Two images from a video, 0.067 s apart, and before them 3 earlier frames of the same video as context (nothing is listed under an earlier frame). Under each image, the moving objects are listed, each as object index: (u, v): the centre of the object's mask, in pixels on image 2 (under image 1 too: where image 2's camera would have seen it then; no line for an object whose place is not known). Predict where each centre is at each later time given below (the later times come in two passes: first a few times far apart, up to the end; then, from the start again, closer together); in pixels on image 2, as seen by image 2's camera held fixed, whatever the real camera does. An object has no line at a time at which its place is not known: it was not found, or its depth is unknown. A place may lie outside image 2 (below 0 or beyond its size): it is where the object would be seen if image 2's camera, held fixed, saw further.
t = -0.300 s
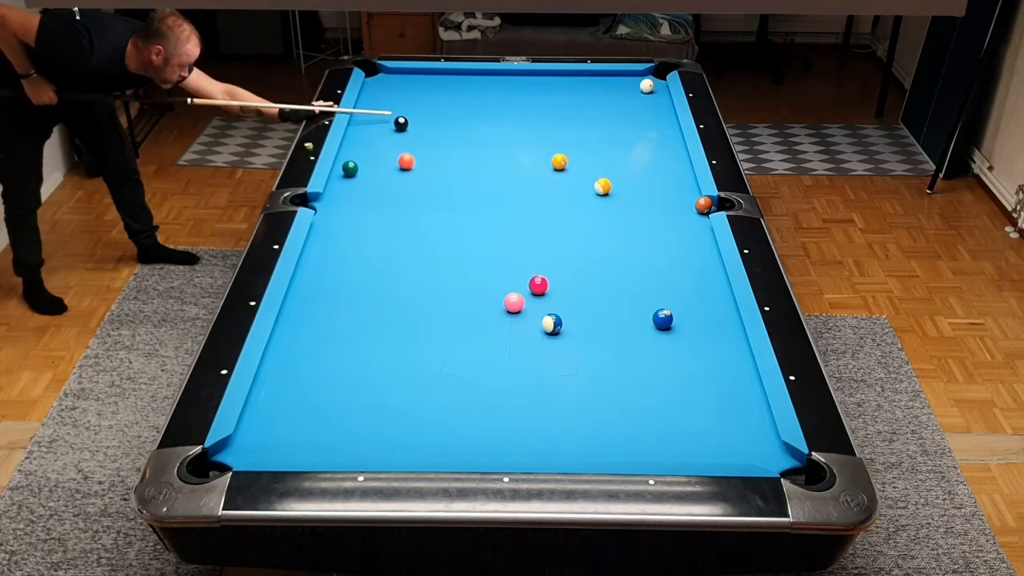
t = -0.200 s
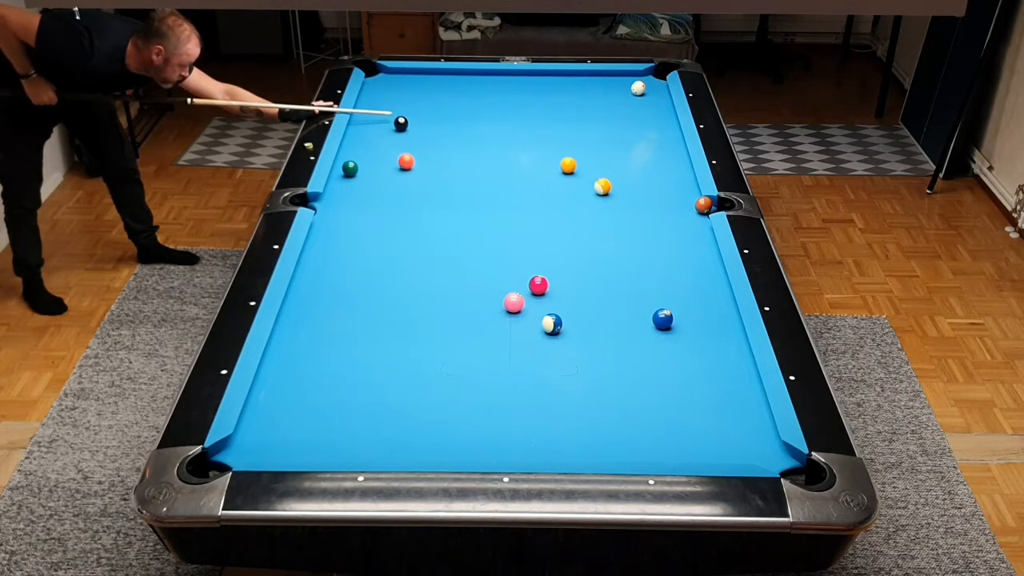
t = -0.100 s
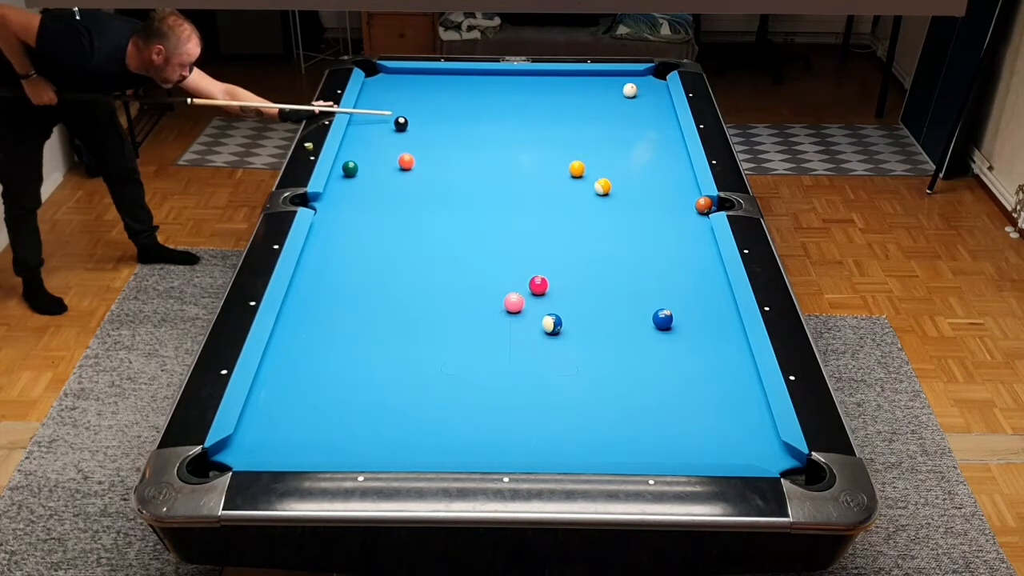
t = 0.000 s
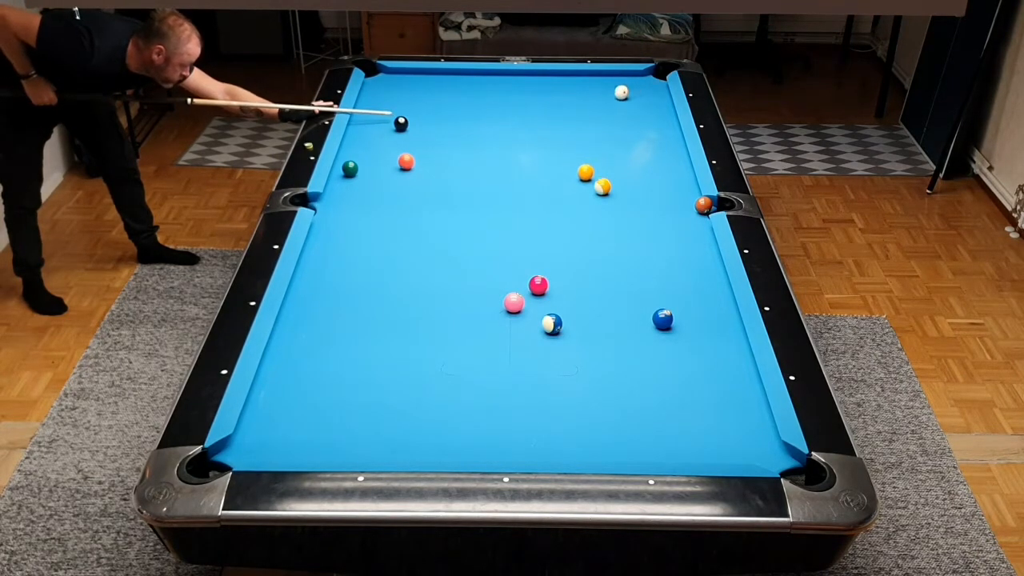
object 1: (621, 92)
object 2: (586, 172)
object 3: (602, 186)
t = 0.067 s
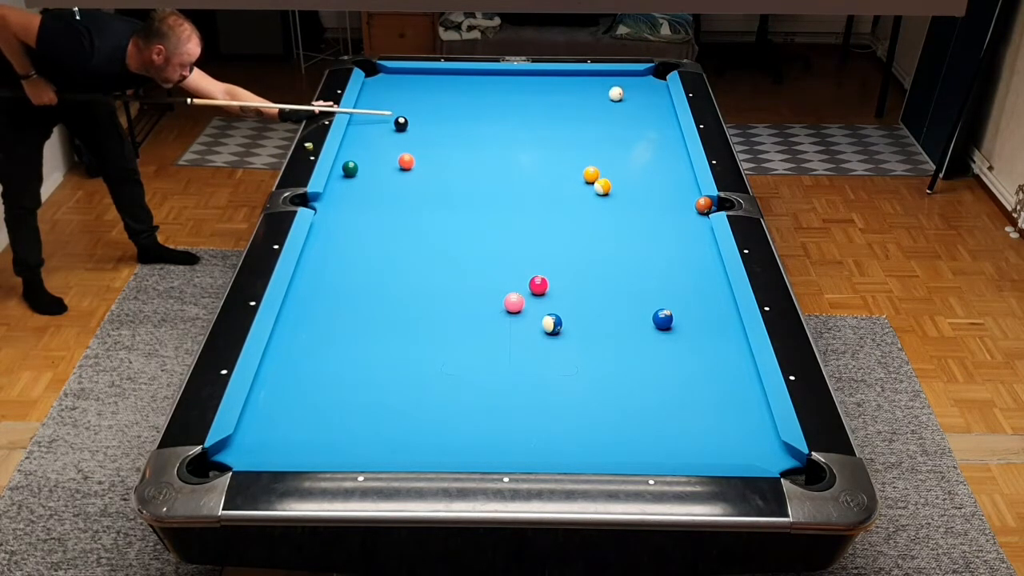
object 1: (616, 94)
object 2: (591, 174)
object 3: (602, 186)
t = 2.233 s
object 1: (461, 132)
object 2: (680, 190)
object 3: (608, 207)
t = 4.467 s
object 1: (374, 152)
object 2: (676, 191)
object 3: (608, 207)
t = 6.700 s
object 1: (366, 154)
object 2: (677, 191)
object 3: (608, 207)
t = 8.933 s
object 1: (366, 154)
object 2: (677, 191)
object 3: (608, 207)
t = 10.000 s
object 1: (366, 154)
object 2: (677, 191)
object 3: (608, 207)
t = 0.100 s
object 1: (613, 94)
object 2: (593, 175)
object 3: (602, 186)
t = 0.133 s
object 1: (610, 95)
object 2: (596, 175)
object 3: (602, 186)
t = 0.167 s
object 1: (607, 96)
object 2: (599, 175)
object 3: (602, 186)
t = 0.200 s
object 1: (605, 97)
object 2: (603, 175)
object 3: (602, 186)
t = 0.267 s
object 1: (599, 98)
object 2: (609, 178)
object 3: (603, 188)
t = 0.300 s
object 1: (597, 99)
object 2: (612, 179)
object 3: (603, 189)
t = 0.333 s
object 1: (594, 99)
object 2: (614, 180)
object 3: (603, 189)
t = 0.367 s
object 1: (591, 100)
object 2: (616, 180)
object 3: (603, 190)
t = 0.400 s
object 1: (589, 101)
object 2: (618, 181)
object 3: (603, 190)
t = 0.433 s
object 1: (586, 101)
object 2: (621, 181)
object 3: (604, 191)
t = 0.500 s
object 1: (581, 103)
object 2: (625, 182)
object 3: (604, 192)
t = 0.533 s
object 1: (578, 103)
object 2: (628, 182)
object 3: (605, 193)
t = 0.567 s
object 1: (576, 104)
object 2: (630, 182)
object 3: (605, 193)
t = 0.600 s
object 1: (573, 105)
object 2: (632, 183)
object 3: (605, 194)
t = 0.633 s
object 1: (571, 105)
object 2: (635, 183)
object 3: (605, 194)
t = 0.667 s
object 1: (568, 106)
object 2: (637, 183)
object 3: (606, 195)
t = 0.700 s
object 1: (565, 106)
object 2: (639, 183)
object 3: (606, 195)
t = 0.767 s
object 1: (560, 108)
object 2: (644, 184)
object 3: (606, 197)
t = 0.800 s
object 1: (558, 109)
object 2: (646, 184)
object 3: (606, 197)
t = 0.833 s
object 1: (555, 109)
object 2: (648, 184)
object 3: (607, 197)
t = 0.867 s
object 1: (553, 110)
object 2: (650, 185)
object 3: (607, 198)
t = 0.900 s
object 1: (550, 110)
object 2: (652, 185)
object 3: (607, 198)
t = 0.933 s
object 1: (548, 111)
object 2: (655, 185)
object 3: (608, 199)
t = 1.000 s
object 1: (543, 112)
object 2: (659, 186)
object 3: (608, 200)
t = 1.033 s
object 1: (541, 113)
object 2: (661, 186)
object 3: (608, 200)
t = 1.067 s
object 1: (538, 113)
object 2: (663, 186)
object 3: (608, 201)
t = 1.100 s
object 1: (536, 114)
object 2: (665, 186)
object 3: (608, 201)
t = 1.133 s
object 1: (533, 115)
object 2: (667, 187)
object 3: (608, 201)
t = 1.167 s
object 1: (531, 115)
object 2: (669, 187)
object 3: (608, 202)
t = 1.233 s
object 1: (526, 116)
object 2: (672, 187)
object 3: (608, 203)
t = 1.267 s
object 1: (524, 117)
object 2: (674, 187)
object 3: (608, 203)
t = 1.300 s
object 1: (521, 118)
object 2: (676, 188)
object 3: (609, 203)
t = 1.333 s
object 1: (519, 118)
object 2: (678, 188)
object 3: (609, 203)
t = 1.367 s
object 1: (517, 119)
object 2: (680, 188)
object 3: (609, 204)
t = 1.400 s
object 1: (514, 119)
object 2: (681, 188)
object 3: (609, 204)
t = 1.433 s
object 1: (512, 120)
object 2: (683, 188)
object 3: (609, 204)
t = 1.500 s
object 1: (508, 121)
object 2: (686, 189)
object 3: (609, 205)
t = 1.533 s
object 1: (505, 122)
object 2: (688, 189)
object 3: (609, 205)
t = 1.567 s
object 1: (503, 122)
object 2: (690, 189)
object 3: (609, 205)
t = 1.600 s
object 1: (501, 123)
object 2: (691, 189)
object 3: (609, 205)
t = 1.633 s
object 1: (499, 123)
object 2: (691, 189)
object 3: (609, 206)
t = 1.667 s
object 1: (496, 124)
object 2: (691, 189)
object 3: (609, 206)
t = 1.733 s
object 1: (492, 125)
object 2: (689, 190)
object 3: (609, 206)
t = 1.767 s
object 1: (490, 125)
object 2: (688, 190)
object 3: (608, 206)
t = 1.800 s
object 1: (488, 126)
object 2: (688, 190)
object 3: (608, 207)
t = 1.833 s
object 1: (486, 126)
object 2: (687, 190)
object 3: (608, 207)
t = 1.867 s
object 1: (483, 127)
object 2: (686, 190)
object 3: (608, 207)
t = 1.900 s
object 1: (481, 127)
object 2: (686, 190)
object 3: (608, 207)
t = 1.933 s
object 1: (479, 128)
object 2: (685, 190)
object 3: (608, 207)
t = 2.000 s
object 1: (475, 129)
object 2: (684, 190)
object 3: (608, 207)
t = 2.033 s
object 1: (473, 129)
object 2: (683, 190)
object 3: (608, 207)
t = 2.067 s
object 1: (471, 129)
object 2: (682, 190)
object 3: (608, 207)
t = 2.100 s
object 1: (469, 130)
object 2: (682, 190)
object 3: (608, 207)
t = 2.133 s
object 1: (467, 131)
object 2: (681, 190)
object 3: (608, 207)
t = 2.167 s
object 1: (465, 131)
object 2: (681, 190)
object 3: (608, 207)
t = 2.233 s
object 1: (461, 132)
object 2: (680, 190)
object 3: (608, 207)
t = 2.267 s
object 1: (459, 132)
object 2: (679, 190)
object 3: (608, 207)
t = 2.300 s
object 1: (457, 133)
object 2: (679, 190)
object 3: (608, 207)
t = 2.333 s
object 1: (455, 133)
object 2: (679, 190)
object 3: (608, 207)
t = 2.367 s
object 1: (453, 134)
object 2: (678, 190)
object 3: (608, 207)
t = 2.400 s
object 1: (452, 134)
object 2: (678, 191)
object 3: (608, 207)
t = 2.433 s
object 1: (450, 135)
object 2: (678, 191)
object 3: (608, 207)
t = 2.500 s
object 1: (446, 135)
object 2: (677, 191)
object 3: (608, 207)
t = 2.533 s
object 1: (444, 136)
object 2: (677, 191)
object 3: (608, 207)
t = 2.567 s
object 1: (442, 136)
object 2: (677, 191)
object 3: (608, 207)
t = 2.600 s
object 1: (441, 137)
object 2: (677, 191)
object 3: (608, 207)
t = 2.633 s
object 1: (439, 137)
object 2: (677, 191)
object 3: (608, 207)
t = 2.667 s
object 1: (437, 137)
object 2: (677, 191)
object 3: (608, 207)
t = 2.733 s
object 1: (434, 138)
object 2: (676, 191)
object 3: (608, 207)
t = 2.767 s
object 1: (432, 138)
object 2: (676, 191)
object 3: (608, 207)
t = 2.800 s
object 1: (430, 139)
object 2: (677, 191)
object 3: (608, 207)
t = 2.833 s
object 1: (429, 139)
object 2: (676, 191)
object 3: (608, 207)
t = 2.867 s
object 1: (427, 140)
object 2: (676, 191)
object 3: (608, 207)
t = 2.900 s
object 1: (426, 140)
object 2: (676, 191)
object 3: (608, 207)
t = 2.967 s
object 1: (423, 141)
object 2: (676, 191)
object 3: (608, 207)
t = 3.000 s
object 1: (421, 141)
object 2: (676, 191)
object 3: (608, 207)
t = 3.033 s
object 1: (419, 141)
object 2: (676, 191)
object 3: (608, 207)
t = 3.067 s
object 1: (418, 142)
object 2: (676, 191)
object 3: (608, 207)
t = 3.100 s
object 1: (416, 142)
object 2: (676, 191)
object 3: (608, 207)
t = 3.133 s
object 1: (415, 142)
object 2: (676, 191)
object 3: (608, 207)
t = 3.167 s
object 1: (413, 143)
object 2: (676, 191)
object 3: (608, 207)
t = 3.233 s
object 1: (411, 143)
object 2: (676, 191)
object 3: (608, 207)
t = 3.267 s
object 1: (409, 144)
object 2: (676, 191)
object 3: (608, 207)
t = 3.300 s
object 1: (408, 144)
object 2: (676, 191)
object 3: (608, 207)
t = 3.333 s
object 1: (406, 144)
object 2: (676, 191)
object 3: (608, 207)
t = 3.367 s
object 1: (405, 145)
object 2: (676, 191)
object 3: (608, 207)
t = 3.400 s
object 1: (404, 145)
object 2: (676, 191)
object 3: (608, 207)
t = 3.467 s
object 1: (401, 146)
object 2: (676, 191)
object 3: (608, 207)
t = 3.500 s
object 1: (400, 146)
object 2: (676, 191)
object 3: (608, 207)
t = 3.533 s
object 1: (399, 146)
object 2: (676, 191)
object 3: (608, 207)
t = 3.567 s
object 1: (398, 146)
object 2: (676, 191)
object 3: (608, 207)
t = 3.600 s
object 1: (397, 147)
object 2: (676, 191)
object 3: (608, 207)
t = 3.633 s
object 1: (395, 147)
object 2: (676, 191)
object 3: (608, 207)
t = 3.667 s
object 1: (394, 147)
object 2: (676, 191)
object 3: (608, 207)
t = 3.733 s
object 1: (392, 148)
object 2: (676, 191)
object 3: (608, 207)
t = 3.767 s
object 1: (391, 148)
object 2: (676, 191)
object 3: (608, 207)
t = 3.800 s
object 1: (390, 148)
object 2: (676, 191)
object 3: (608, 207)
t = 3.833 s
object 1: (389, 149)
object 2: (676, 191)
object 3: (608, 207)
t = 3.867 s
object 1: (388, 149)
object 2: (676, 191)
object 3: (608, 207)
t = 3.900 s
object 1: (387, 149)
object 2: (676, 191)
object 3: (608, 207)
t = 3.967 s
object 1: (385, 150)
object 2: (676, 191)
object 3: (608, 207)
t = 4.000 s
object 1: (384, 150)
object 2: (676, 191)
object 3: (608, 207)
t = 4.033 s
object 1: (383, 150)
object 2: (676, 191)
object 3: (608, 207)
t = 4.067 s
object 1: (382, 150)
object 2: (676, 191)
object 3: (608, 207)
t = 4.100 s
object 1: (382, 150)
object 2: (676, 191)
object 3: (608, 207)
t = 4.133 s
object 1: (381, 151)
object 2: (676, 191)
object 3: (608, 207)
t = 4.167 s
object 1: (380, 151)
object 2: (676, 191)
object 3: (608, 207)
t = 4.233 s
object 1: (378, 151)
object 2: (676, 191)
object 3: (608, 207)
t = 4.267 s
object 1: (378, 152)
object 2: (676, 191)
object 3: (608, 207)
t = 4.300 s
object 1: (377, 152)
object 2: (676, 191)
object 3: (608, 207)
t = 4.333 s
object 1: (376, 152)
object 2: (676, 191)
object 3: (608, 207)
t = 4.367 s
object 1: (376, 152)
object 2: (676, 191)
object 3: (608, 207)
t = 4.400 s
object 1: (375, 152)
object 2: (676, 191)
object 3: (608, 207)
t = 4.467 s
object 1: (374, 152)
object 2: (676, 191)
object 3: (608, 207)
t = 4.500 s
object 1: (373, 153)
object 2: (676, 191)
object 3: (608, 207)
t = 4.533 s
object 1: (373, 153)
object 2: (676, 191)
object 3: (608, 207)
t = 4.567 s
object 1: (372, 153)
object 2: (676, 191)
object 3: (608, 207)
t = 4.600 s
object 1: (371, 153)
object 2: (676, 191)
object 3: (608, 207)
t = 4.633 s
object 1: (371, 153)
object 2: (676, 191)
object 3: (608, 207)
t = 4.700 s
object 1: (370, 153)
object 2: (676, 191)
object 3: (608, 207)
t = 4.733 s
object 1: (370, 153)
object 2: (676, 191)
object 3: (608, 207)
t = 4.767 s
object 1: (369, 153)
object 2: (676, 191)
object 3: (608, 207)
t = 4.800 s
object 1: (369, 154)
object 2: (676, 191)
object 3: (608, 207)
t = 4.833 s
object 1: (369, 154)
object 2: (676, 191)
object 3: (608, 207)
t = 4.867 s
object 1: (368, 154)
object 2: (676, 191)
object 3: (608, 207)
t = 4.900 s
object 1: (368, 154)
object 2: (676, 191)
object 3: (608, 207)
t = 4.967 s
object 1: (367, 154)
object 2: (676, 191)
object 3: (608, 207)
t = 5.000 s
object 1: (367, 154)
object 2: (676, 191)
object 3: (608, 207)
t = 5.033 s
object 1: (367, 154)
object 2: (676, 191)
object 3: (608, 207)
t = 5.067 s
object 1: (366, 154)
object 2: (676, 191)
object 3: (608, 207)
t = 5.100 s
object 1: (366, 154)
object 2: (676, 191)
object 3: (608, 207)
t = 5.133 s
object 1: (366, 154)
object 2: (676, 191)
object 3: (608, 207)
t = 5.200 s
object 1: (366, 154)
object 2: (676, 191)
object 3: (608, 207)
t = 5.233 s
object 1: (366, 154)
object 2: (676, 191)
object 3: (608, 207)
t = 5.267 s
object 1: (366, 154)
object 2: (676, 191)
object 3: (608, 207)
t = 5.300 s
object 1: (366, 154)
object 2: (676, 191)
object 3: (608, 207)
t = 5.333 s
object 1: (366, 154)
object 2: (676, 191)
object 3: (608, 207)
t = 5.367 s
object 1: (366, 154)
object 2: (676, 191)
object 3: (608, 207)
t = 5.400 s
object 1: (366, 154)
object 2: (676, 191)
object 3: (608, 207)
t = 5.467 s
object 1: (366, 154)
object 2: (676, 191)
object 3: (608, 207)
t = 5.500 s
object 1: (366, 154)
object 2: (676, 191)
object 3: (608, 207)
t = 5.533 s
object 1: (366, 154)
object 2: (676, 191)
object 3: (608, 207)
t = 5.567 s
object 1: (366, 154)
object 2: (676, 191)
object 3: (608, 207)
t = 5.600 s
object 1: (365, 154)
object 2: (677, 191)
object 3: (608, 207)
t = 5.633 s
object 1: (366, 154)
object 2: (676, 191)
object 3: (608, 207)
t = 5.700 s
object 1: (366, 154)
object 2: (677, 191)
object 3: (608, 207)
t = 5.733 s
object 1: (366, 154)
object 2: (677, 191)
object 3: (608, 207)
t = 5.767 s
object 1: (366, 154)
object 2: (676, 191)
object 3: (608, 207)
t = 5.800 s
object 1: (366, 154)
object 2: (677, 191)
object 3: (608, 207)
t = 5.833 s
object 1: (366, 154)
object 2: (677, 191)
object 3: (608, 207)
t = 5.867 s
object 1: (366, 154)
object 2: (676, 191)
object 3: (608, 207)
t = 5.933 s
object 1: (366, 154)
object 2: (677, 191)
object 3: (608, 207)
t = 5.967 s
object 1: (366, 154)
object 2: (676, 191)
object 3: (608, 207)
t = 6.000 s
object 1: (366, 154)
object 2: (676, 191)
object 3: (608, 207)
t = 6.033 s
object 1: (366, 154)
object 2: (677, 191)
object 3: (608, 207)
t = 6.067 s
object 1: (366, 154)
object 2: (676, 191)
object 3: (608, 207)
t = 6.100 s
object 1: (366, 154)
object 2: (677, 191)
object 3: (608, 207)
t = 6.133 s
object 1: (366, 154)
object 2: (676, 191)
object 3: (608, 207)
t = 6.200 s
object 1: (366, 154)
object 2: (676, 191)
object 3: (608, 207)
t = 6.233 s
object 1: (366, 154)
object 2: (677, 191)
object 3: (608, 207)
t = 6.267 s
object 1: (366, 154)
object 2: (677, 191)
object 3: (608, 207)
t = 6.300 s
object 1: (366, 154)
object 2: (677, 191)
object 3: (608, 207)
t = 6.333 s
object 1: (366, 154)
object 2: (677, 191)
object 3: (608, 207)
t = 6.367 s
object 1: (366, 154)
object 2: (677, 191)
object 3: (608, 207)
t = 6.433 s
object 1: (366, 154)
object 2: (677, 191)
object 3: (608, 207)
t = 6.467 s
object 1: (366, 154)
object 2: (676, 191)
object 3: (608, 207)
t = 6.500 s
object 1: (366, 154)
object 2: (677, 191)
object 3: (608, 207)
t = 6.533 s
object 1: (366, 154)
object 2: (677, 191)
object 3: (608, 207)
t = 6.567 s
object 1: (366, 154)
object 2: (677, 191)
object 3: (608, 207)
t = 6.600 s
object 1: (366, 154)
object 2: (677, 191)
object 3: (608, 207)
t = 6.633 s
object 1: (366, 154)
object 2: (677, 191)
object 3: (608, 207)
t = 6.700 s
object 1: (366, 154)
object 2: (677, 191)
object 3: (608, 207)
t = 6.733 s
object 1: (366, 154)
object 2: (677, 191)
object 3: (608, 207)
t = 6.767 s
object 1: (366, 154)
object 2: (677, 191)
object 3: (608, 207)
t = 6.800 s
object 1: (366, 154)
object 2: (677, 191)
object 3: (608, 207)
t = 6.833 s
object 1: (366, 154)
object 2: (677, 191)
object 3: (608, 207)
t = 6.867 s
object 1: (366, 154)
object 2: (677, 191)
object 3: (608, 207)
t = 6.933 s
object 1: (366, 154)
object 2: (677, 191)
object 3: (608, 207)
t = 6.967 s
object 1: (366, 154)
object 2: (677, 191)
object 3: (608, 207)
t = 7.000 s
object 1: (366, 154)
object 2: (677, 191)
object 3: (608, 207)
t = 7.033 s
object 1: (366, 154)
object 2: (677, 191)
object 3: (608, 207)
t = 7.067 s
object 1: (366, 154)
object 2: (677, 191)
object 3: (608, 207)
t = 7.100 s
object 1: (366, 154)
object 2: (677, 191)
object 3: (608, 207)
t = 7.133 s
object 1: (366, 154)
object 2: (677, 191)
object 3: (608, 207)
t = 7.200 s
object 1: (366, 154)
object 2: (677, 191)
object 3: (608, 207)
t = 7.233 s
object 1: (366, 154)
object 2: (677, 191)
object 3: (608, 207)
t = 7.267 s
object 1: (366, 154)
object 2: (677, 191)
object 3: (608, 207)
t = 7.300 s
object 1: (366, 154)
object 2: (677, 191)
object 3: (608, 207)
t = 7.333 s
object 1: (366, 154)
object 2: (677, 191)
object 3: (608, 207)
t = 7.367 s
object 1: (366, 154)
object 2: (677, 191)
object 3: (608, 207)
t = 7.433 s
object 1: (366, 154)
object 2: (677, 191)
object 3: (608, 207)
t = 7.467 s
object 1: (366, 154)
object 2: (677, 191)
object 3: (608, 207)
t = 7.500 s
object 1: (366, 154)
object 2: (677, 191)
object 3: (608, 207)
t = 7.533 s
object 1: (366, 154)
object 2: (677, 191)
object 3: (608, 207)
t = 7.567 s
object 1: (366, 154)
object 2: (677, 191)
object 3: (608, 207)
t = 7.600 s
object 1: (366, 154)
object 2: (677, 191)
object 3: (608, 207)
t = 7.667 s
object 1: (366, 154)
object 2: (677, 191)
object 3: (608, 207)
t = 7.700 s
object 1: (366, 154)
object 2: (677, 191)
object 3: (608, 207)
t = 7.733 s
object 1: (366, 154)
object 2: (676, 191)
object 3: (608, 207)
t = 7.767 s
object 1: (366, 154)
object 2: (677, 191)
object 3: (608, 207)
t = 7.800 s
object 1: (366, 154)
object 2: (677, 191)
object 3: (608, 207)
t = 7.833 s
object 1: (366, 154)
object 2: (677, 191)
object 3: (608, 207)
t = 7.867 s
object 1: (366, 154)
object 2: (677, 191)
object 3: (608, 207)
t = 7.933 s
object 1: (366, 154)
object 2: (677, 191)
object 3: (608, 207)
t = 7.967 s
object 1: (366, 154)
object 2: (677, 191)
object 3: (608, 207)
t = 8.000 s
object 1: (366, 154)
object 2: (677, 191)
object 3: (608, 207)
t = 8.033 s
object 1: (366, 154)
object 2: (677, 191)
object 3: (608, 207)
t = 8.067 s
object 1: (366, 154)
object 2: (677, 191)
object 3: (608, 207)
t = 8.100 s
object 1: (366, 154)
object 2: (677, 191)
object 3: (608, 207)
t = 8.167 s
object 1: (366, 154)
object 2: (677, 191)
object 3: (608, 207)
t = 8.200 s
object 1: (366, 154)
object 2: (677, 191)
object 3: (608, 207)
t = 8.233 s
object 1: (366, 154)
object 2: (677, 191)
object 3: (608, 207)
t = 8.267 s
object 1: (366, 154)
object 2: (677, 191)
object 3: (608, 207)
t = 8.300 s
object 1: (366, 154)
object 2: (677, 191)
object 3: (608, 207)
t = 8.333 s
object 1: (366, 154)
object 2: (677, 191)
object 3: (608, 207)
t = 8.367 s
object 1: (366, 154)
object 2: (677, 191)
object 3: (608, 207)
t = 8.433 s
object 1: (366, 154)
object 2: (677, 191)
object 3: (608, 207)
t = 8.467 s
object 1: (366, 154)
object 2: (676, 191)
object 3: (608, 207)
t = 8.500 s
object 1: (366, 154)
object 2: (677, 191)
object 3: (608, 207)
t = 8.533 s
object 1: (366, 154)
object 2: (676, 191)
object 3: (608, 207)
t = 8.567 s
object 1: (366, 154)
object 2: (676, 191)
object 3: (608, 207)
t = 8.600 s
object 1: (366, 154)
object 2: (676, 191)
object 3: (608, 207)
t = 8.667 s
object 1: (366, 154)
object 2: (676, 191)
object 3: (608, 207)
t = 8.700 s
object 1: (366, 154)
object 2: (676, 191)
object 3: (608, 207)
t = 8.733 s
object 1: (366, 154)
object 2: (676, 191)
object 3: (608, 207)
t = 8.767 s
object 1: (366, 154)
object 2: (676, 191)
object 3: (608, 207)
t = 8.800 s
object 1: (366, 154)
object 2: (676, 191)
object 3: (608, 207)
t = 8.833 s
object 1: (366, 154)
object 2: (676, 191)
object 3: (608, 207)
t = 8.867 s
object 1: (366, 154)
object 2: (677, 191)
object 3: (608, 207)
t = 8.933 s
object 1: (366, 154)
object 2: (677, 191)
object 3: (608, 207)
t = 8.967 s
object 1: (366, 154)
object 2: (677, 191)
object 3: (608, 207)
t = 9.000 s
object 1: (366, 154)
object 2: (677, 191)
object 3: (608, 207)
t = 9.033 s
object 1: (366, 154)
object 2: (677, 191)
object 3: (608, 207)
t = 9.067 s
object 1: (366, 154)
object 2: (677, 191)
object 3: (608, 207)
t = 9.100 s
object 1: (366, 154)
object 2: (677, 191)
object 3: (608, 207)
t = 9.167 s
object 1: (366, 154)
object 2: (677, 191)
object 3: (608, 207)
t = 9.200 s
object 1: (366, 154)
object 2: (677, 191)
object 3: (608, 207)
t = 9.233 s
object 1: (366, 154)
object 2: (677, 191)
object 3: (608, 207)
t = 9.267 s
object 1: (366, 154)
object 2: (676, 191)
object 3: (608, 207)
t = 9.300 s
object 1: (366, 154)
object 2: (676, 191)
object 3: (608, 207)
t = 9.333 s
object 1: (366, 154)
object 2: (677, 191)
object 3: (608, 207)
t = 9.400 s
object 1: (366, 154)
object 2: (676, 191)
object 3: (608, 207)
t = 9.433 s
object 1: (366, 154)
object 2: (677, 191)
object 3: (608, 207)
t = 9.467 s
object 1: (366, 154)
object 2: (677, 191)
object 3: (608, 207)
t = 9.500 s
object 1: (366, 154)
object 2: (677, 191)
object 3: (608, 207)
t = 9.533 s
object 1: (366, 154)
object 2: (677, 191)
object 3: (608, 207)
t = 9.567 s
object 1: (366, 154)
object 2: (677, 191)
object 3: (608, 207)
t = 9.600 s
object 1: (366, 154)
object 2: (677, 191)
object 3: (608, 207)
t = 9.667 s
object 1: (366, 154)
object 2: (677, 191)
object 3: (608, 207)
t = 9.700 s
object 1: (366, 154)
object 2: (677, 191)
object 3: (608, 207)
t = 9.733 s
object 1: (366, 154)
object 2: (677, 191)
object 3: (608, 207)
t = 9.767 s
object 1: (366, 154)
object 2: (677, 191)
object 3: (608, 207)
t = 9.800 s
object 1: (366, 154)
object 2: (677, 191)
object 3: (608, 207)
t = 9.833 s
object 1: (366, 154)
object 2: (677, 191)
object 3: (608, 207)
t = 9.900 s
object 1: (366, 154)
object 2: (677, 191)
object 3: (608, 207)
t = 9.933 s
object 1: (366, 154)
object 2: (677, 191)
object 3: (608, 207)
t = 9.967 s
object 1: (366, 154)
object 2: (677, 191)
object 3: (608, 207)
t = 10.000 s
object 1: (366, 154)
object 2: (677, 191)
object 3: (608, 207)
